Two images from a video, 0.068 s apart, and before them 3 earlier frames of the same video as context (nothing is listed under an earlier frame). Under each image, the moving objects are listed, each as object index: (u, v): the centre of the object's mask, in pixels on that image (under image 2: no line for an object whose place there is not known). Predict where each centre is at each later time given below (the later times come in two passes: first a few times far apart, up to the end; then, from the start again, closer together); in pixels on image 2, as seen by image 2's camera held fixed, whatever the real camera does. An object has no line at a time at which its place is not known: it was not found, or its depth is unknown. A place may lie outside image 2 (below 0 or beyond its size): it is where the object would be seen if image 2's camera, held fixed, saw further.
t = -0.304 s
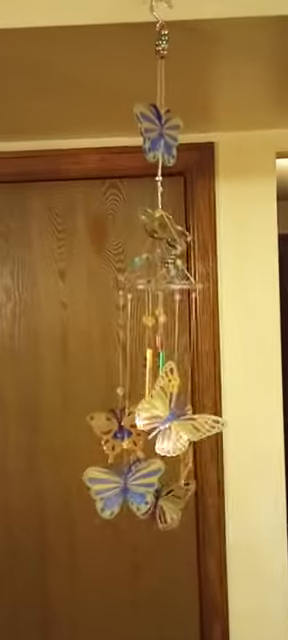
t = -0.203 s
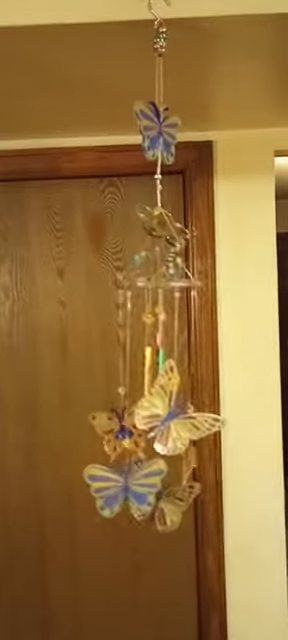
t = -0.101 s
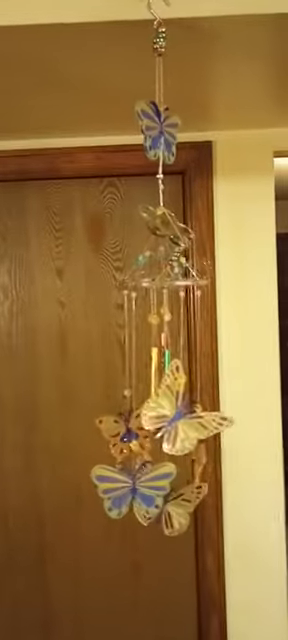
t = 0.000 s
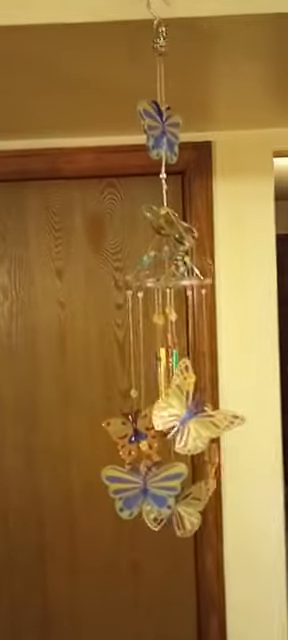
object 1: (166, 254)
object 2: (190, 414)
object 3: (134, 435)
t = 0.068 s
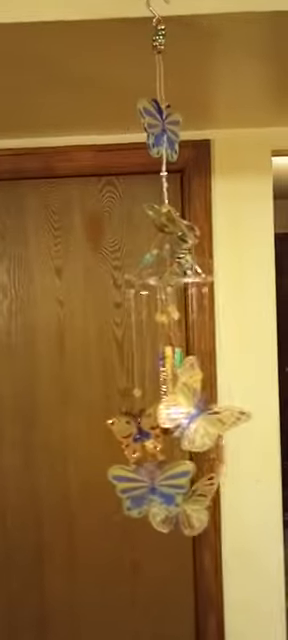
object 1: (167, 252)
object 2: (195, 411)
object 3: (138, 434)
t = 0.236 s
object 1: (173, 252)
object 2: (213, 408)
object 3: (148, 433)
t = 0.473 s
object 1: (177, 252)
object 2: (216, 405)
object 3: (154, 430)
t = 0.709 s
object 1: (172, 254)
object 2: (201, 408)
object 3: (141, 431)
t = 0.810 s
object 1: (165, 253)
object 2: (197, 407)
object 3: (133, 429)
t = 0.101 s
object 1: (168, 253)
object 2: (199, 410)
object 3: (141, 432)
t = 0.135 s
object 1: (170, 252)
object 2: (203, 409)
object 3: (143, 433)
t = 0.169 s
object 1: (173, 253)
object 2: (205, 408)
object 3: (145, 433)
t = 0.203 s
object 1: (173, 252)
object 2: (210, 408)
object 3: (147, 434)
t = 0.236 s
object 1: (173, 252)
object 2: (213, 408)
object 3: (148, 433)
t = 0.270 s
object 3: (149, 433)
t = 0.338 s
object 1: (176, 252)
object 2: (216, 406)
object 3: (151, 433)
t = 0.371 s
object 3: (151, 433)
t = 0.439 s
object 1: (176, 252)
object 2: (214, 405)
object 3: (153, 433)
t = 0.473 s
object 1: (177, 252)
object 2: (216, 405)
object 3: (154, 430)
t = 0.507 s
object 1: (174, 253)
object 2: (212, 406)
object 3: (151, 432)
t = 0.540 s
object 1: (170, 254)
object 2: (207, 408)
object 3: (148, 432)
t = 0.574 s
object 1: (173, 253)
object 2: (209, 406)
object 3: (150, 431)
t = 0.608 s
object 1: (171, 254)
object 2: (207, 408)
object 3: (147, 431)
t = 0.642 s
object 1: (170, 253)
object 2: (204, 408)
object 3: (145, 431)
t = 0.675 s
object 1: (172, 254)
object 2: (202, 408)
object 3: (144, 432)
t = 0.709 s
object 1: (172, 254)
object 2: (201, 408)
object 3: (141, 431)
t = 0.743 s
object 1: (171, 255)
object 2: (199, 408)
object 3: (138, 431)
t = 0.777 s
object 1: (170, 255)
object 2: (197, 407)
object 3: (136, 429)
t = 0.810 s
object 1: (165, 253)
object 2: (197, 407)
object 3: (133, 429)
